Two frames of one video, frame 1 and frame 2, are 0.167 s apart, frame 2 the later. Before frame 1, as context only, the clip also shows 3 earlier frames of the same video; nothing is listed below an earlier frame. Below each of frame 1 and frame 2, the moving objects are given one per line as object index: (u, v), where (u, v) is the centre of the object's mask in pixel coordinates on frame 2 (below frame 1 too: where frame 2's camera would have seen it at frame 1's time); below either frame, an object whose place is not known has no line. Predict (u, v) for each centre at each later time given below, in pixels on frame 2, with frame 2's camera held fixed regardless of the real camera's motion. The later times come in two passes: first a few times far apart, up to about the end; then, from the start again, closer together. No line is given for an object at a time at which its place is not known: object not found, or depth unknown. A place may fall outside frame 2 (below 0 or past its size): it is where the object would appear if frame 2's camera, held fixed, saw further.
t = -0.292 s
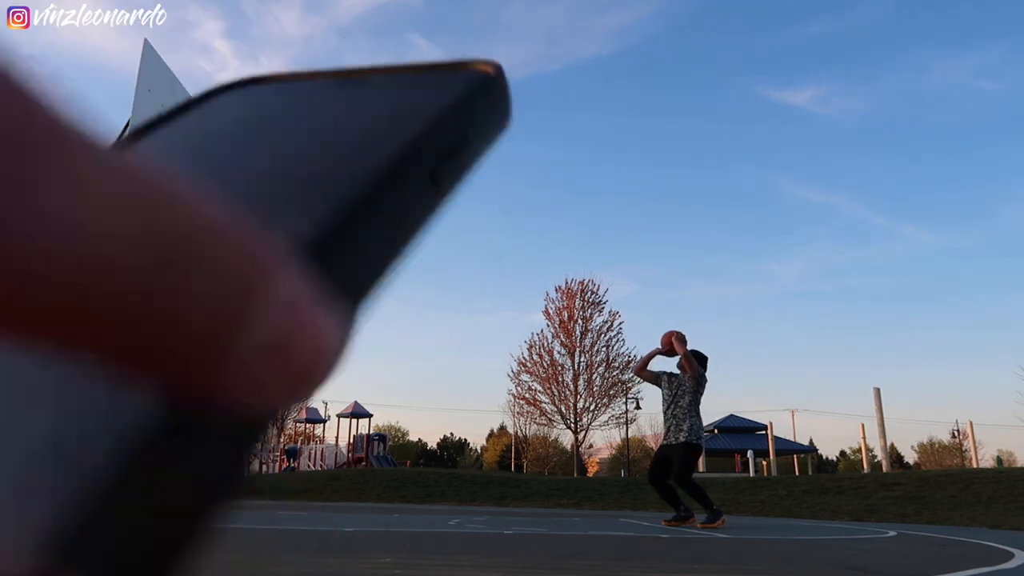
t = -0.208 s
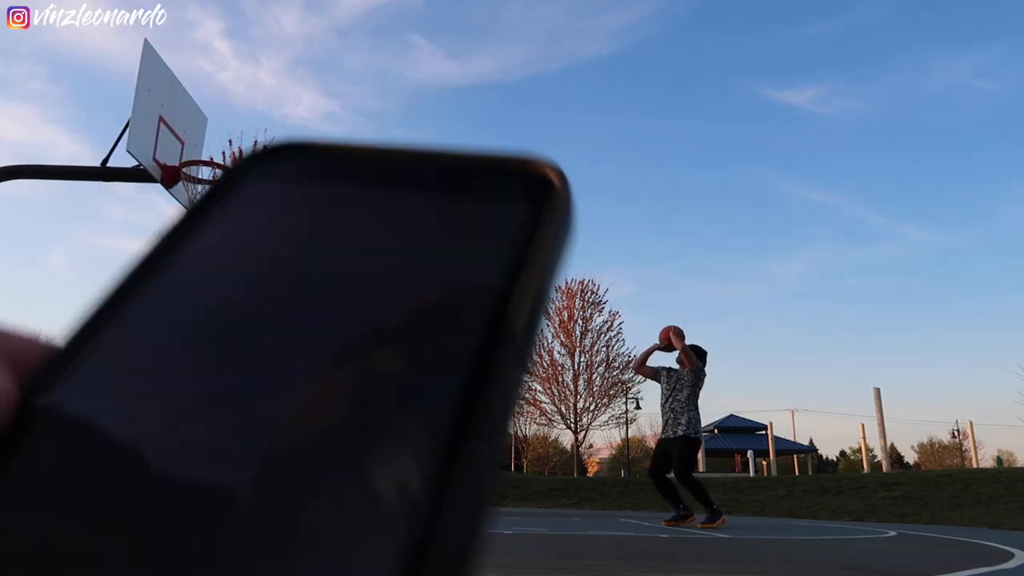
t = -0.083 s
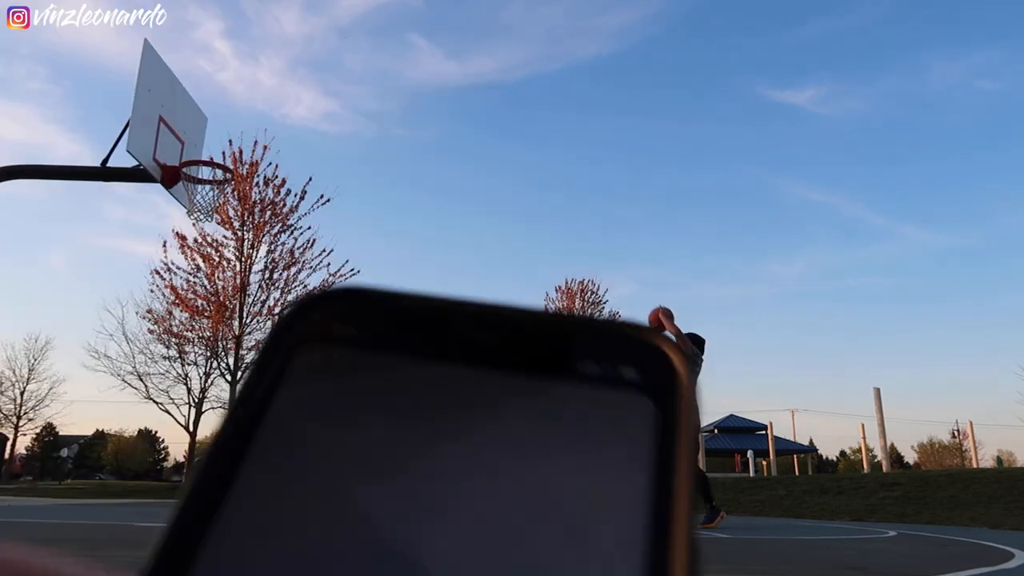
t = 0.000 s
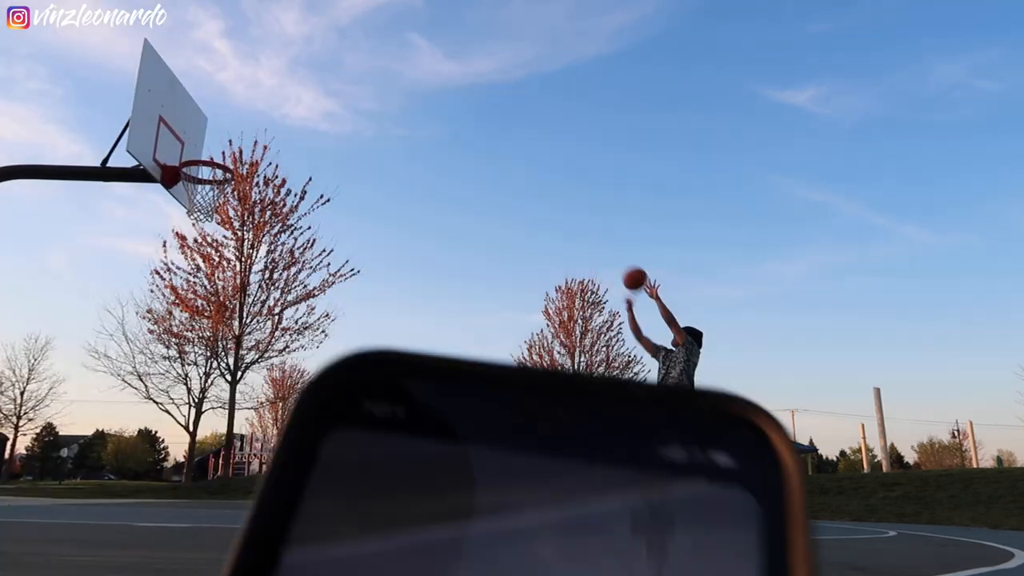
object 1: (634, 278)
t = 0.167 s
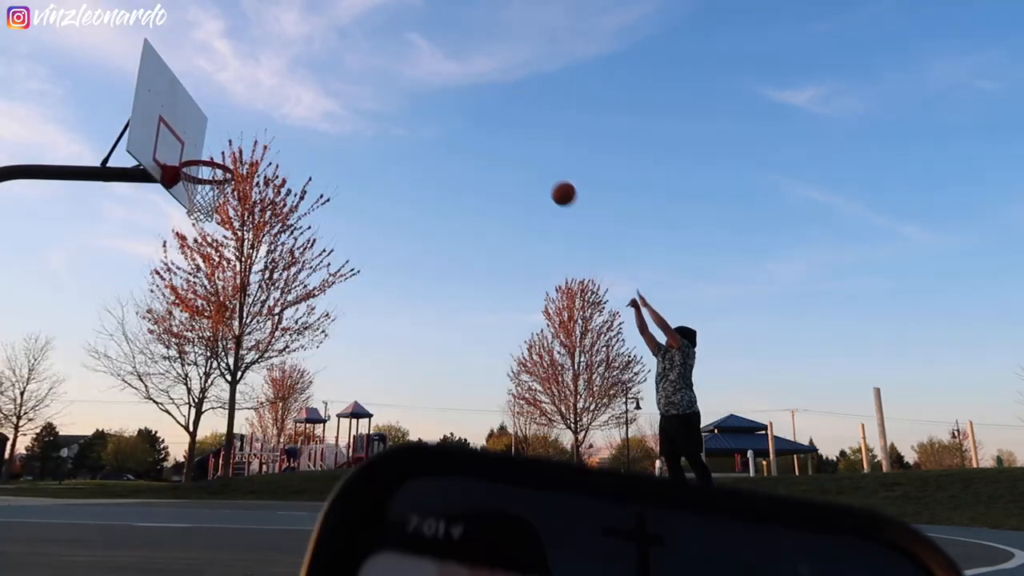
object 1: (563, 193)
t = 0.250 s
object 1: (529, 162)
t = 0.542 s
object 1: (411, 104)
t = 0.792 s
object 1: (308, 115)
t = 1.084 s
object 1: (186, 194)
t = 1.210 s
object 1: (186, 196)
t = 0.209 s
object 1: (546, 177)
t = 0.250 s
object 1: (529, 162)
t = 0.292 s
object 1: (512, 148)
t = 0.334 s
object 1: (495, 137)
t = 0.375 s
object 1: (479, 127)
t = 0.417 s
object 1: (462, 119)
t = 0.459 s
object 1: (445, 112)
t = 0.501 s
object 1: (428, 107)
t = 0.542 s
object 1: (411, 104)
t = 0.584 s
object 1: (394, 101)
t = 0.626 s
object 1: (378, 101)
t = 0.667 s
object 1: (360, 102)
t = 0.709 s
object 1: (343, 105)
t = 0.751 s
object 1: (325, 109)
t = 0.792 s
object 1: (308, 115)
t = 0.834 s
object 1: (290, 122)
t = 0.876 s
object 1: (271, 131)
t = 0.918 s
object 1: (252, 142)
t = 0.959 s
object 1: (233, 155)
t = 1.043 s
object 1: (193, 186)
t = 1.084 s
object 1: (186, 194)
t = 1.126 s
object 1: (185, 195)
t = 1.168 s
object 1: (185, 194)
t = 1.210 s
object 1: (186, 196)
